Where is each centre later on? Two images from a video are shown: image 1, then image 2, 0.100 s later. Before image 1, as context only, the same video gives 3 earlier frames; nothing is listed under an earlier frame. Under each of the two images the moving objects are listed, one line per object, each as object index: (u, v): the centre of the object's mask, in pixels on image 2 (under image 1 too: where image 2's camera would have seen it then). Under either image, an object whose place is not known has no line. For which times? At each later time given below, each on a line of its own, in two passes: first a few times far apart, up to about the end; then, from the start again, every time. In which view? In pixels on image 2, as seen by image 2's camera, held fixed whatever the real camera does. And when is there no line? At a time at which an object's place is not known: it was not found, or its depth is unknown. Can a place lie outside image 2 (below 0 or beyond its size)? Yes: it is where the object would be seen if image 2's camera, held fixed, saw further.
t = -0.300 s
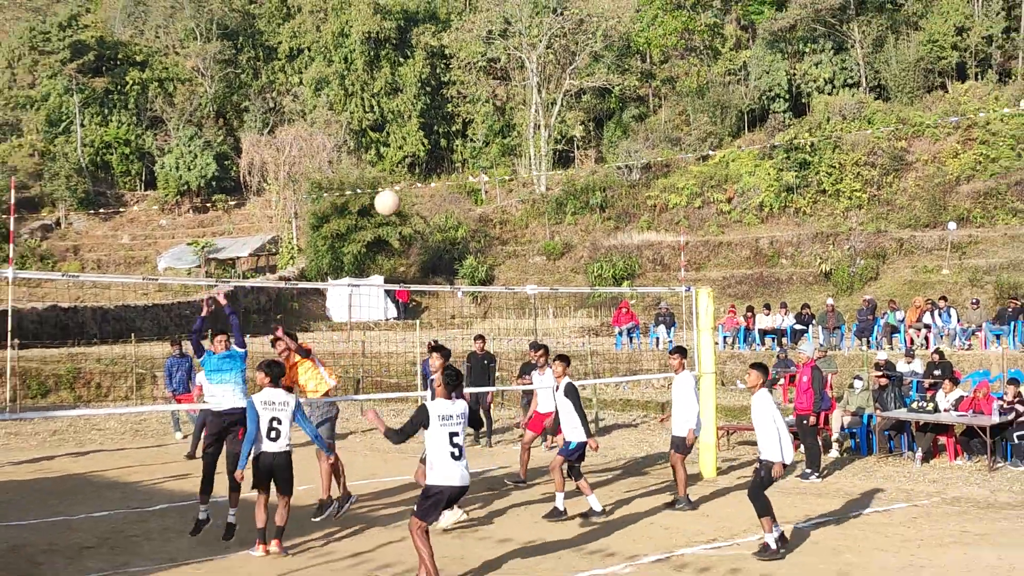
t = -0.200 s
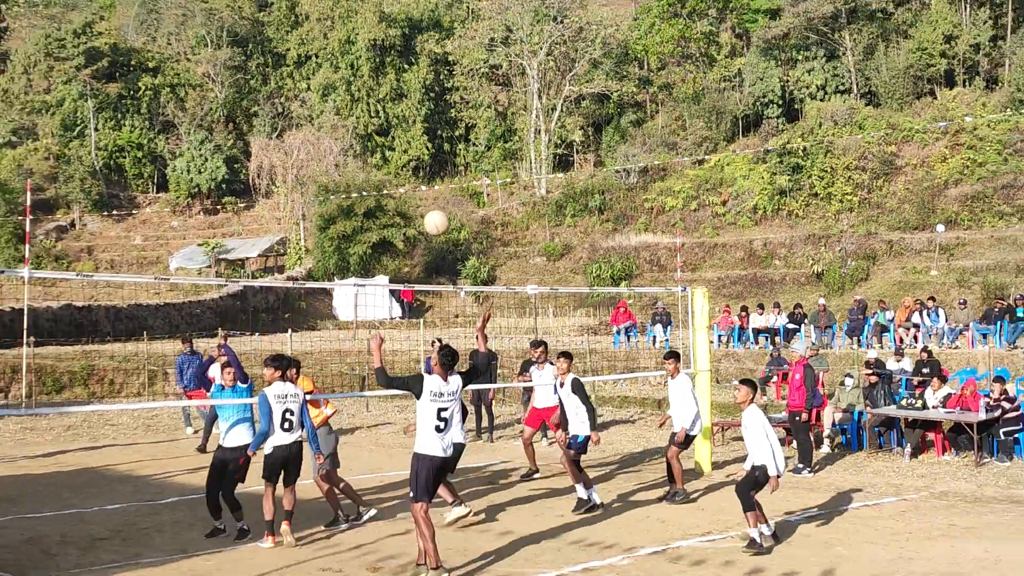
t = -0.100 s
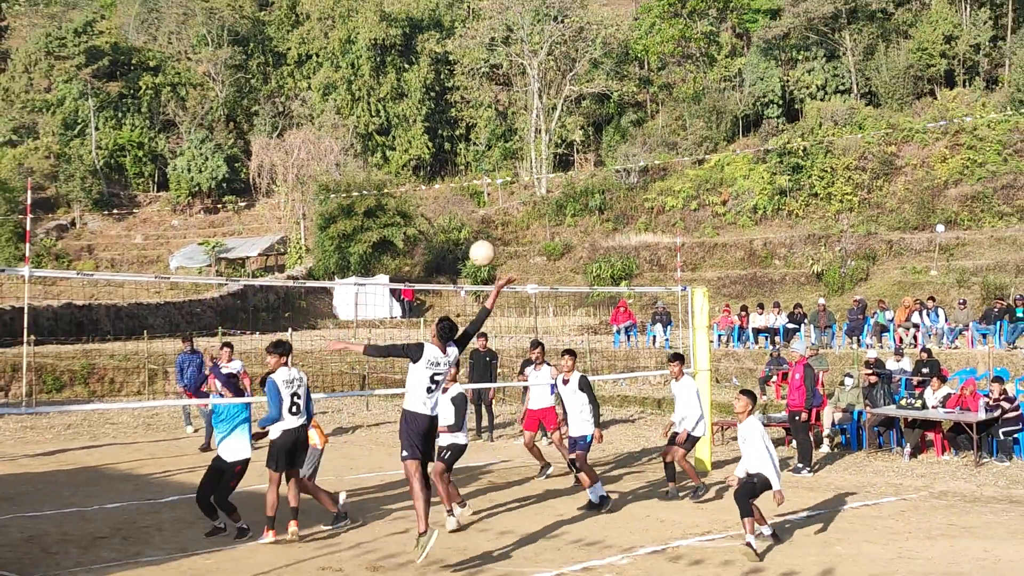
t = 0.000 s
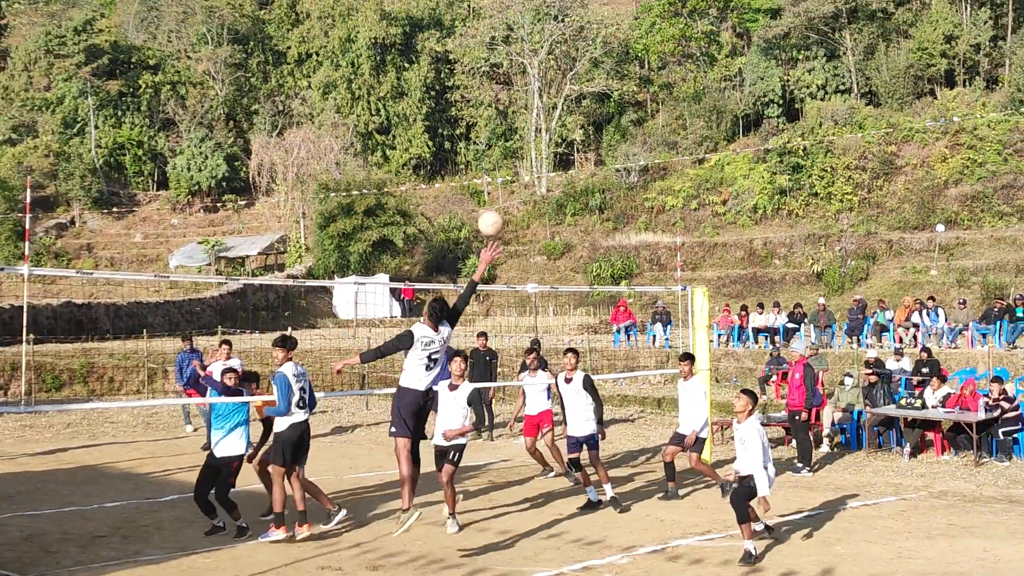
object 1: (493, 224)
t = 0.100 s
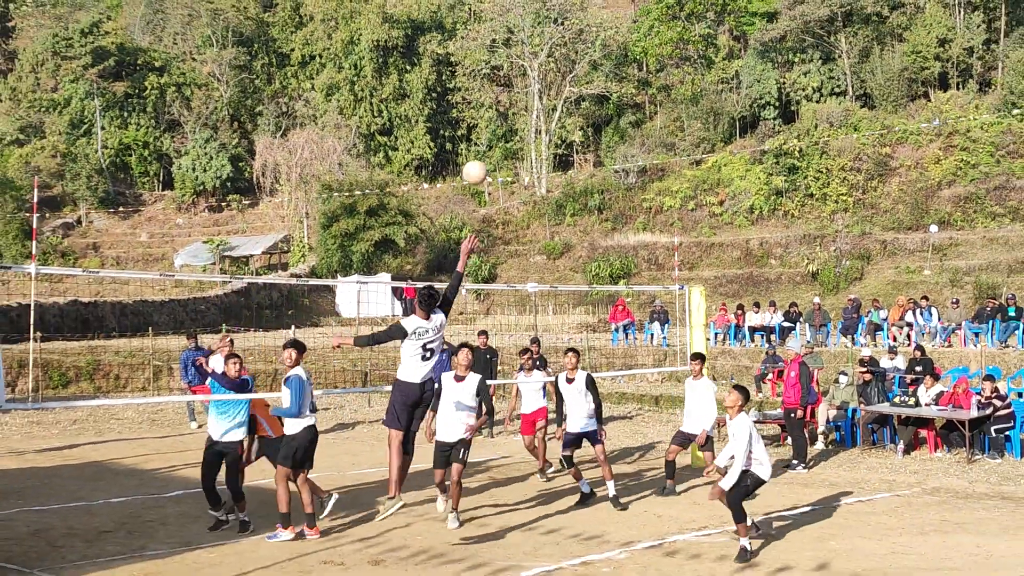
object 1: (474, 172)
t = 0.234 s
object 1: (456, 126)
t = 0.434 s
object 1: (428, 96)
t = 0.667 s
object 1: (399, 113)
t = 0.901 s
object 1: (373, 180)
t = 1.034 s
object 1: (359, 237)
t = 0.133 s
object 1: (469, 158)
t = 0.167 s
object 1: (465, 146)
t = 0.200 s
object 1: (460, 135)
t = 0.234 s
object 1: (456, 126)
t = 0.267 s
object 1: (450, 118)
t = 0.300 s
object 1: (446, 110)
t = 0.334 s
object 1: (441, 105)
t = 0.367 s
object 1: (437, 100)
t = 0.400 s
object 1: (432, 97)
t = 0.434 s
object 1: (428, 96)
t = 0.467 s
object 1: (424, 95)
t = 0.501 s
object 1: (419, 95)
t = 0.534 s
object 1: (415, 96)
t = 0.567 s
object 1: (411, 98)
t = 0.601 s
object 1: (407, 102)
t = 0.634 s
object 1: (404, 107)
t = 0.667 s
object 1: (399, 113)
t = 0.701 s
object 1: (396, 120)
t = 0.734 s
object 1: (391, 127)
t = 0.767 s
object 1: (387, 135)
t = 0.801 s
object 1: (384, 145)
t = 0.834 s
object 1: (381, 156)
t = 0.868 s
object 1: (377, 167)
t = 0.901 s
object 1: (373, 180)
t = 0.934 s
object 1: (369, 193)
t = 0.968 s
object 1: (365, 207)
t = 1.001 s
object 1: (361, 221)
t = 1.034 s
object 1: (359, 237)
